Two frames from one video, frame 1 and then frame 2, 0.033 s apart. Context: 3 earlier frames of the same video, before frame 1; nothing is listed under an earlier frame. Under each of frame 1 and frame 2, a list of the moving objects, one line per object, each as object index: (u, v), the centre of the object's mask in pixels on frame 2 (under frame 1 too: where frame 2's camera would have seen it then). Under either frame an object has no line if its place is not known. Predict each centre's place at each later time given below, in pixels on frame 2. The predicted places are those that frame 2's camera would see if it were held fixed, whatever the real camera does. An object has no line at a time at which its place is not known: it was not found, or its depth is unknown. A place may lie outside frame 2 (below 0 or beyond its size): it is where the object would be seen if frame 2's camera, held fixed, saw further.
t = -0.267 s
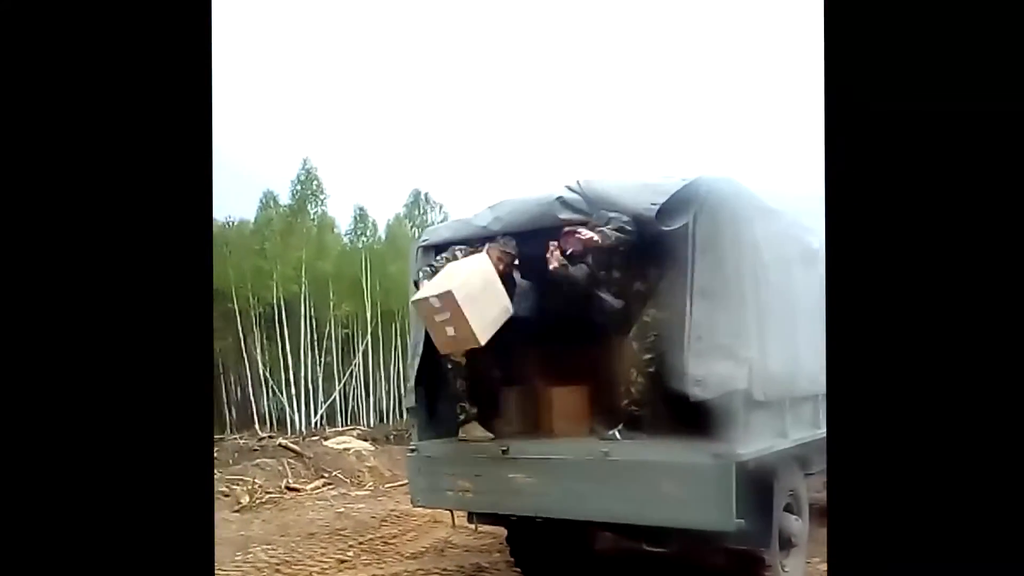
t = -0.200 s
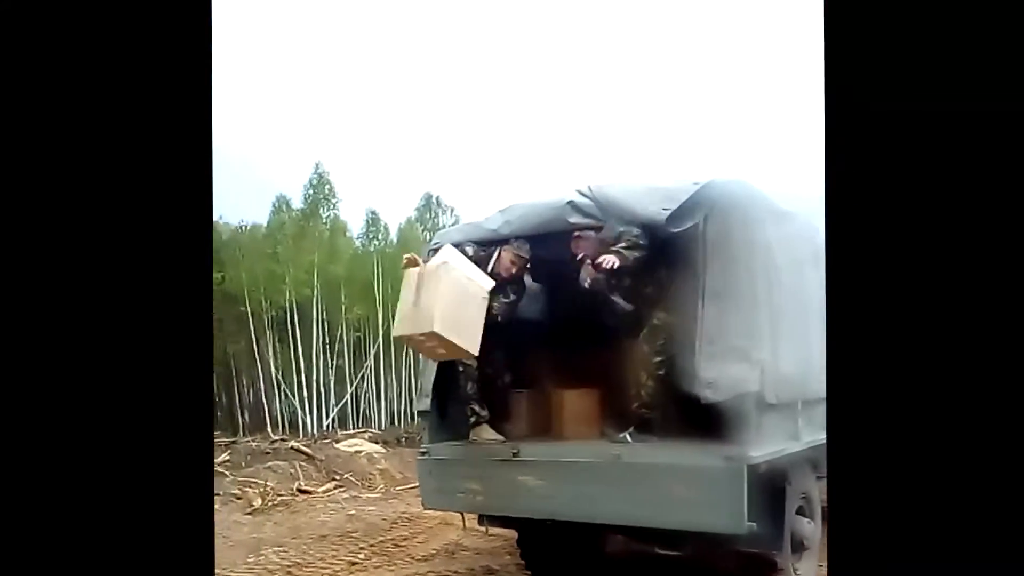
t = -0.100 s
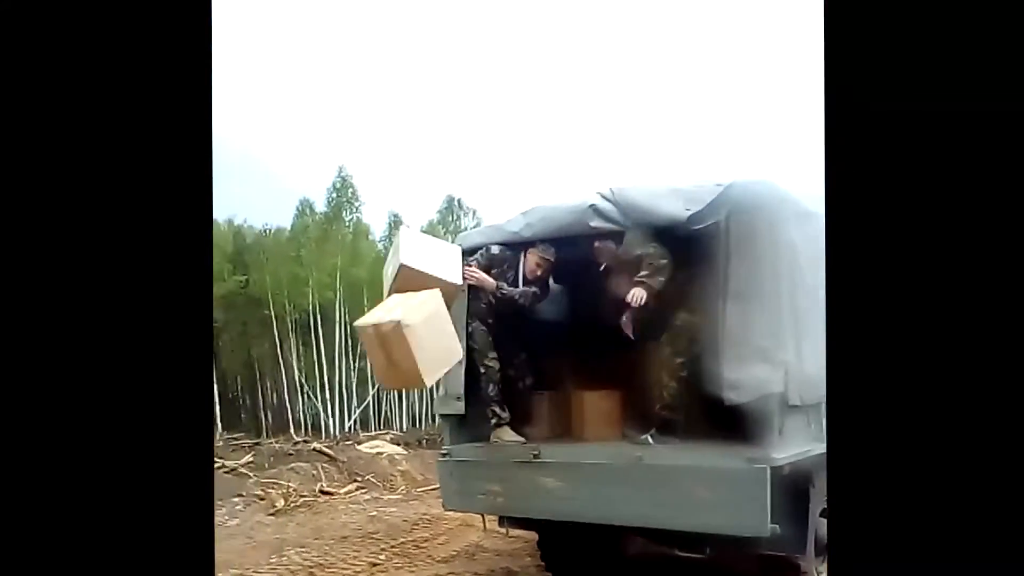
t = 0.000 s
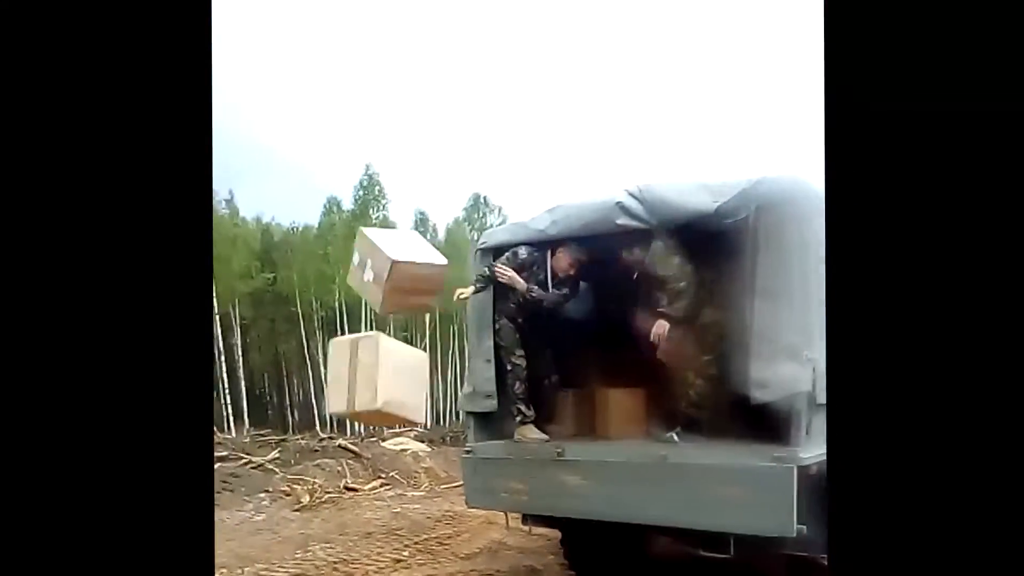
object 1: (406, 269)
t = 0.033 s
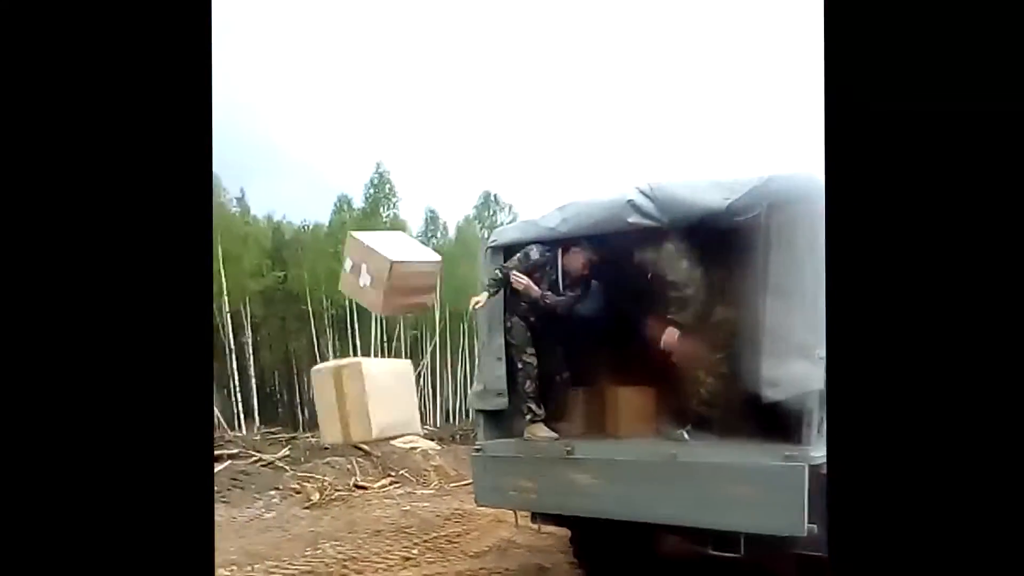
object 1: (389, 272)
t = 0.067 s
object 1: (372, 278)
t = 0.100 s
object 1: (354, 287)
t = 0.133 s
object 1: (337, 298)
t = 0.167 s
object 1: (319, 311)
